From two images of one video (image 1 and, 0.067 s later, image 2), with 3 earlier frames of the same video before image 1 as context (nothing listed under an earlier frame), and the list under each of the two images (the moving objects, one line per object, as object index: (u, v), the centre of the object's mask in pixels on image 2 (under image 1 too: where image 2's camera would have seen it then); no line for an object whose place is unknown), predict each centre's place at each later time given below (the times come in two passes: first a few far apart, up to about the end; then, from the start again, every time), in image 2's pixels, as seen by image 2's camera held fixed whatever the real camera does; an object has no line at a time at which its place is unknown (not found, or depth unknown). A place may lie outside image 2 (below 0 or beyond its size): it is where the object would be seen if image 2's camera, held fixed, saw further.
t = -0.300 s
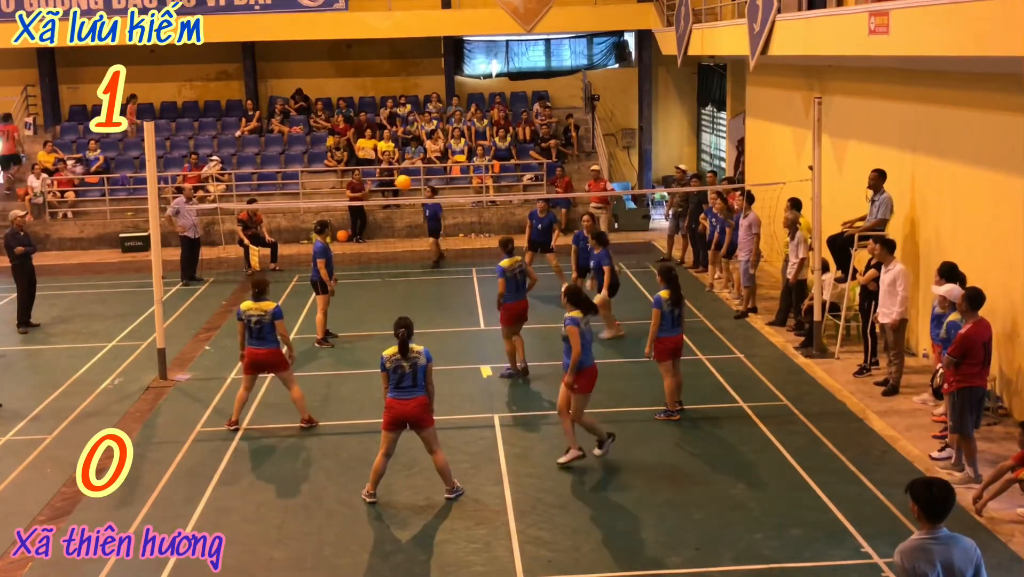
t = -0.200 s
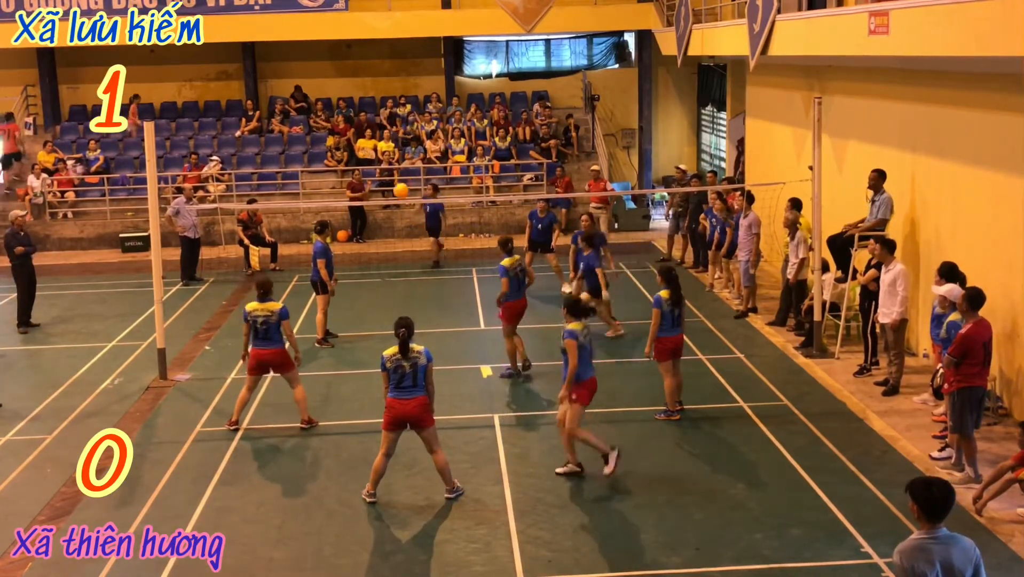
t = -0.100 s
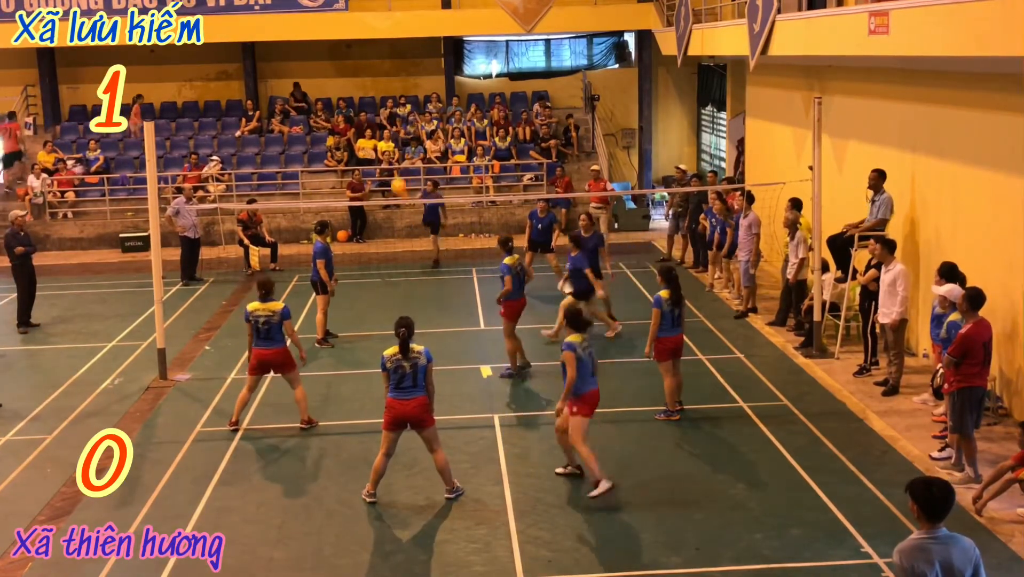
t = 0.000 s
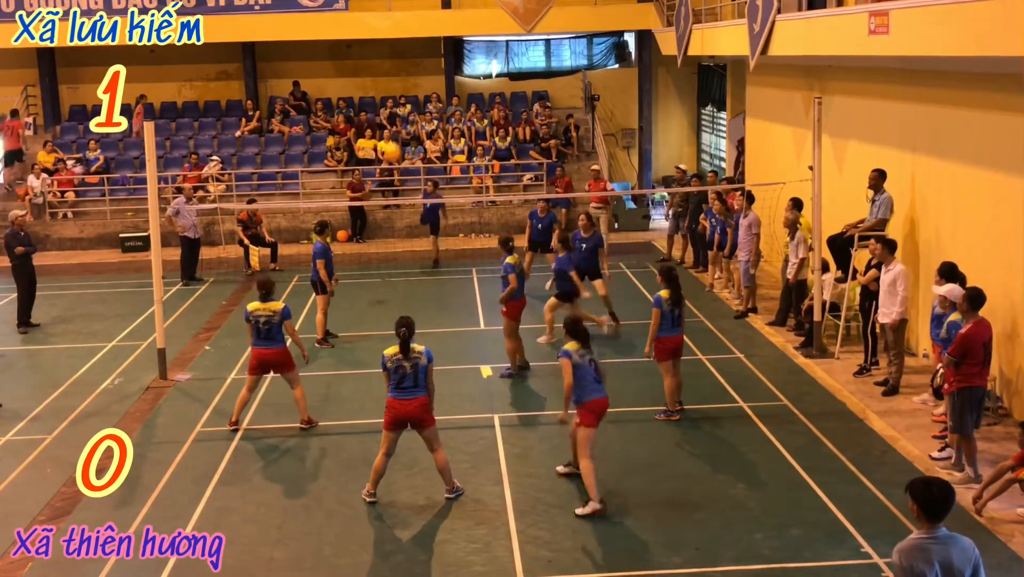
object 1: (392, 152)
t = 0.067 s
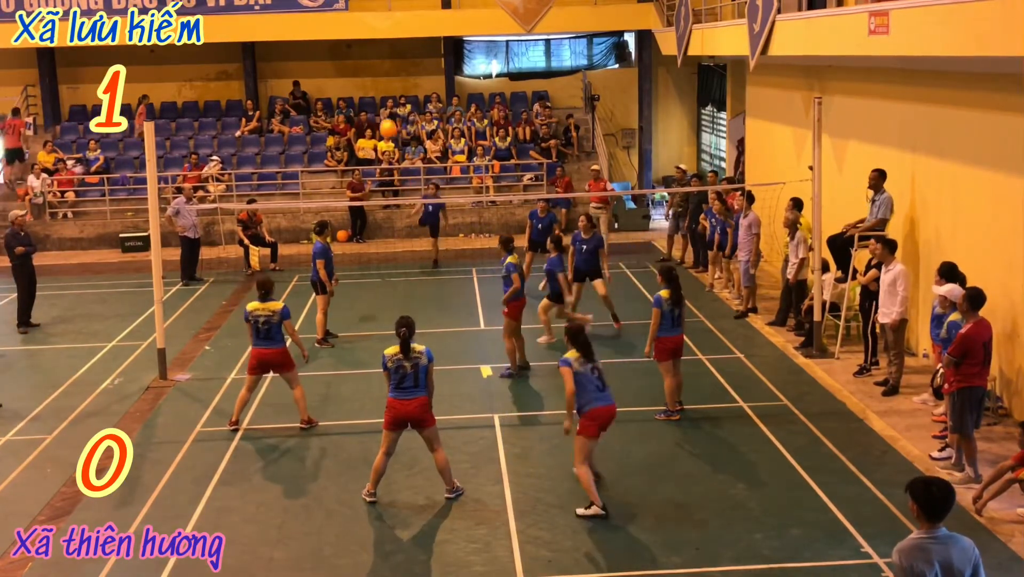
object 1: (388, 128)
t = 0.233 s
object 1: (377, 80)
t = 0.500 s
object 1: (366, 40)
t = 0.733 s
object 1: (362, 44)
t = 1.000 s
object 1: (358, 113)
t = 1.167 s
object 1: (356, 196)
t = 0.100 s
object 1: (386, 118)
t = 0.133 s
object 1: (383, 108)
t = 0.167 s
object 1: (381, 97)
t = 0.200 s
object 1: (379, 88)
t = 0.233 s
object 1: (377, 80)
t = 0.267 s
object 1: (375, 73)
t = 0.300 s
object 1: (373, 66)
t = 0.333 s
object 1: (372, 60)
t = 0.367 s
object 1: (371, 54)
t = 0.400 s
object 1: (369, 50)
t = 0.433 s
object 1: (368, 46)
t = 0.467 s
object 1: (367, 43)
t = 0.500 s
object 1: (366, 40)
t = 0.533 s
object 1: (366, 38)
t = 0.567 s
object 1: (365, 37)
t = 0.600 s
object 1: (365, 37)
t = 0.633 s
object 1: (364, 37)
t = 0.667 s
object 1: (363, 39)
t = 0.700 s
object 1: (362, 41)
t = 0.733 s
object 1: (362, 44)
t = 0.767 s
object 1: (361, 48)
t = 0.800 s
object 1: (360, 54)
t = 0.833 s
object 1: (360, 61)
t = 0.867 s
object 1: (359, 67)
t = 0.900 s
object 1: (359, 77)
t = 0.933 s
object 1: (359, 87)
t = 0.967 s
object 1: (358, 100)
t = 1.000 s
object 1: (358, 113)
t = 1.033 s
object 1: (358, 126)
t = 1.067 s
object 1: (357, 142)
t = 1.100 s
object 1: (357, 159)
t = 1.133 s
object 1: (357, 177)
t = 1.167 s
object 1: (356, 196)
